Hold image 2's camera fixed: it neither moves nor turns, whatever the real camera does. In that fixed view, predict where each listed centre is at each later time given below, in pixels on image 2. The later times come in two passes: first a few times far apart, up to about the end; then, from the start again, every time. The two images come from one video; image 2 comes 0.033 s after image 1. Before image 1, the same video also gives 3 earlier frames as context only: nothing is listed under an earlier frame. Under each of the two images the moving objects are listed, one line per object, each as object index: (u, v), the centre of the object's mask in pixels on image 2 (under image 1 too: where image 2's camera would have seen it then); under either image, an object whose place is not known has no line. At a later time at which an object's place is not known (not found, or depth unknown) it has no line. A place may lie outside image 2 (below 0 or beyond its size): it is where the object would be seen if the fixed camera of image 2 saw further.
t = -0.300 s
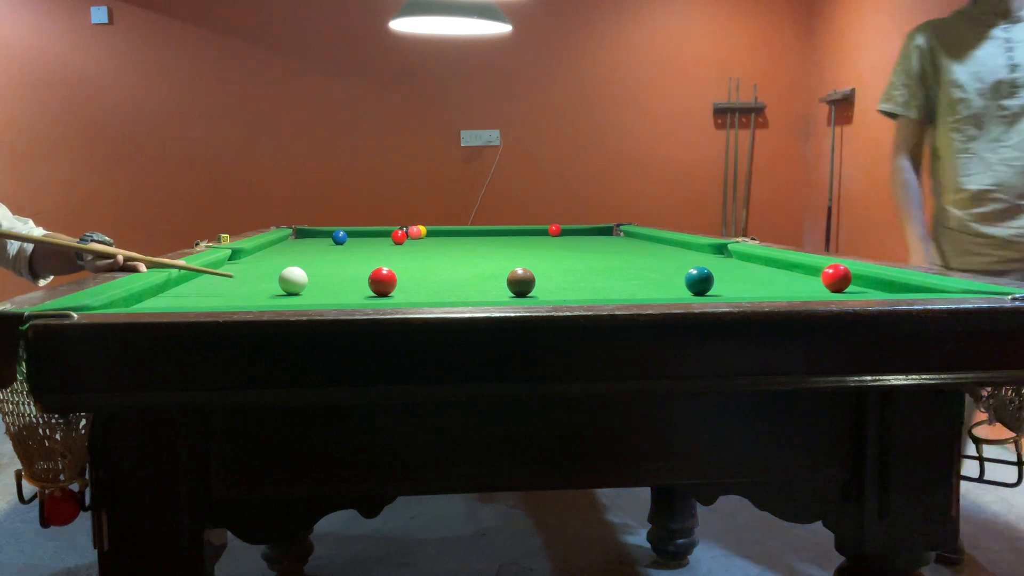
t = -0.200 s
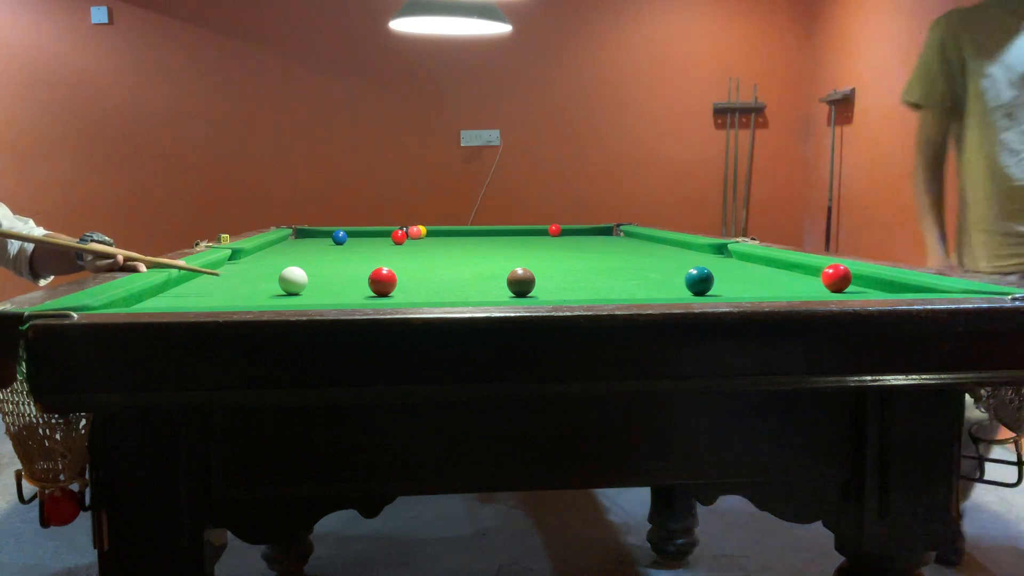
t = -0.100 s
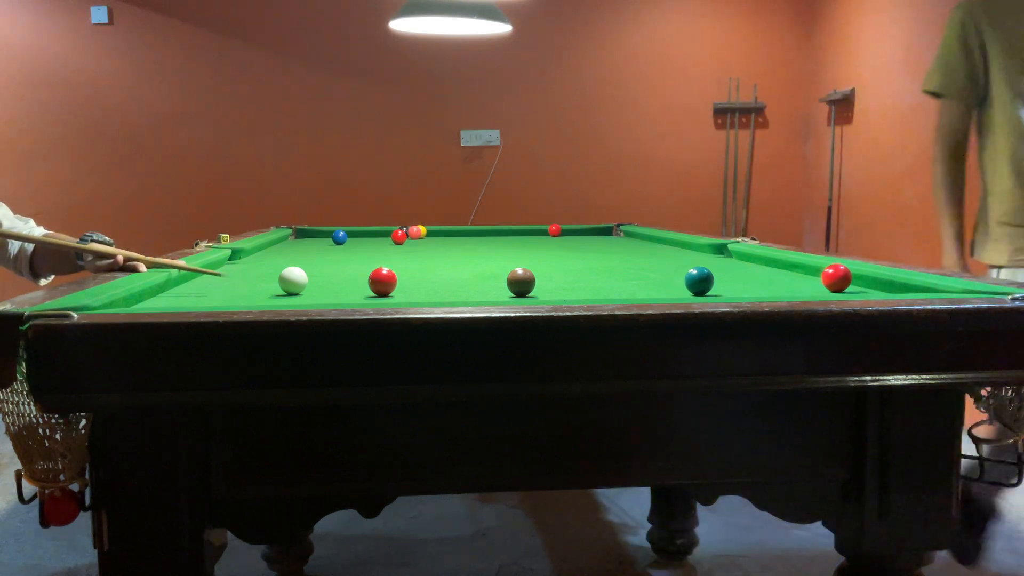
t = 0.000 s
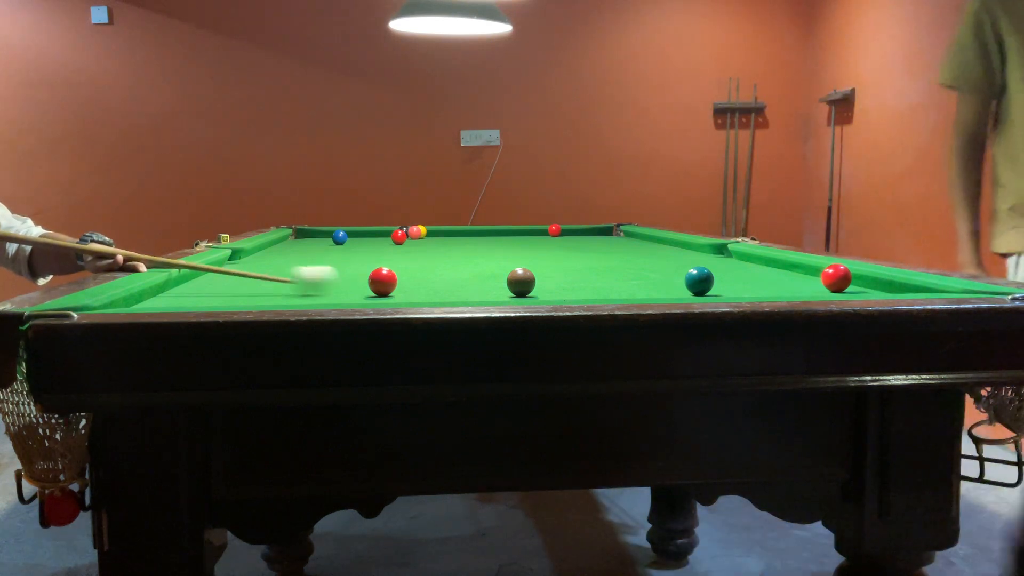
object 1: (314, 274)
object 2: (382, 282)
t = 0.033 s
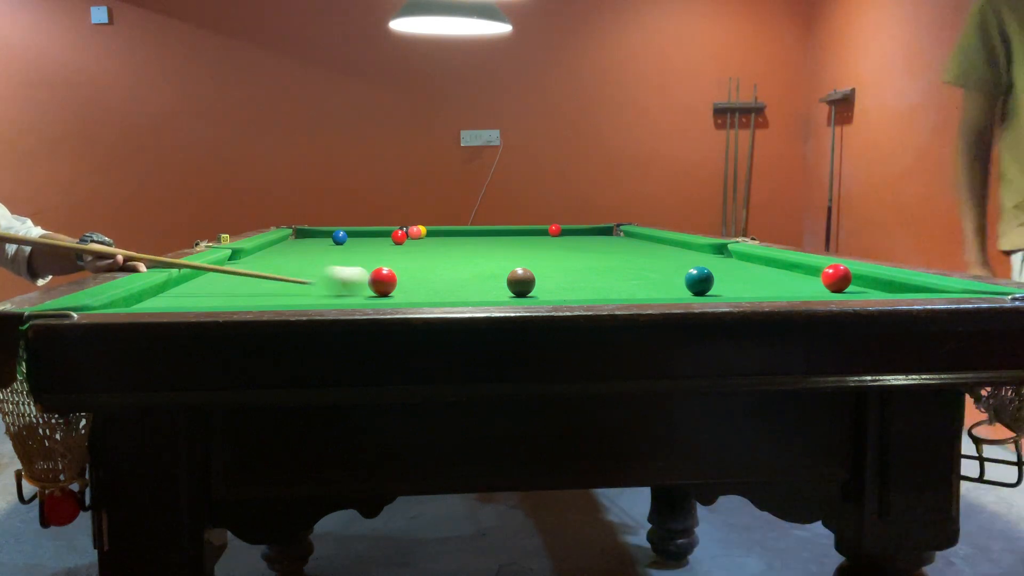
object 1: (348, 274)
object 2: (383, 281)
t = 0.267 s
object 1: (370, 277)
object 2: (561, 284)
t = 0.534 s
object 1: (381, 274)
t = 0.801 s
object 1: (391, 271)
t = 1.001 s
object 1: (397, 269)
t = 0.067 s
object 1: (358, 280)
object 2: (405, 278)
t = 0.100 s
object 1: (361, 279)
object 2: (433, 279)
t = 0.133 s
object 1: (363, 279)
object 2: (460, 280)
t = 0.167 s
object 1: (365, 278)
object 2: (486, 281)
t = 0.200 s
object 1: (366, 278)
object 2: (517, 283)
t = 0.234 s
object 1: (368, 277)
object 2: (533, 284)
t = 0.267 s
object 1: (370, 277)
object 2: (561, 284)
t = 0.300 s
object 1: (371, 277)
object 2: (584, 284)
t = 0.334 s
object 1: (373, 276)
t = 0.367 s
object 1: (374, 276)
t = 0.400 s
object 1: (376, 275)
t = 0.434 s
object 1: (377, 275)
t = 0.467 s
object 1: (379, 274)
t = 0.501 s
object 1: (380, 274)
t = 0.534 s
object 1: (381, 274)
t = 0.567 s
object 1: (383, 273)
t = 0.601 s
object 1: (384, 273)
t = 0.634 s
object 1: (385, 273)
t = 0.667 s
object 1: (387, 272)
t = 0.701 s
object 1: (388, 272)
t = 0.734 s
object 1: (389, 272)
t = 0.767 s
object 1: (390, 271)
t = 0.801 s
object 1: (391, 271)
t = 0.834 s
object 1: (392, 271)
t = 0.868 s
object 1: (393, 270)
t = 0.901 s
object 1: (394, 270)
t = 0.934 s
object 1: (395, 270)
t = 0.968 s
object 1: (396, 270)
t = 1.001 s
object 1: (397, 269)
